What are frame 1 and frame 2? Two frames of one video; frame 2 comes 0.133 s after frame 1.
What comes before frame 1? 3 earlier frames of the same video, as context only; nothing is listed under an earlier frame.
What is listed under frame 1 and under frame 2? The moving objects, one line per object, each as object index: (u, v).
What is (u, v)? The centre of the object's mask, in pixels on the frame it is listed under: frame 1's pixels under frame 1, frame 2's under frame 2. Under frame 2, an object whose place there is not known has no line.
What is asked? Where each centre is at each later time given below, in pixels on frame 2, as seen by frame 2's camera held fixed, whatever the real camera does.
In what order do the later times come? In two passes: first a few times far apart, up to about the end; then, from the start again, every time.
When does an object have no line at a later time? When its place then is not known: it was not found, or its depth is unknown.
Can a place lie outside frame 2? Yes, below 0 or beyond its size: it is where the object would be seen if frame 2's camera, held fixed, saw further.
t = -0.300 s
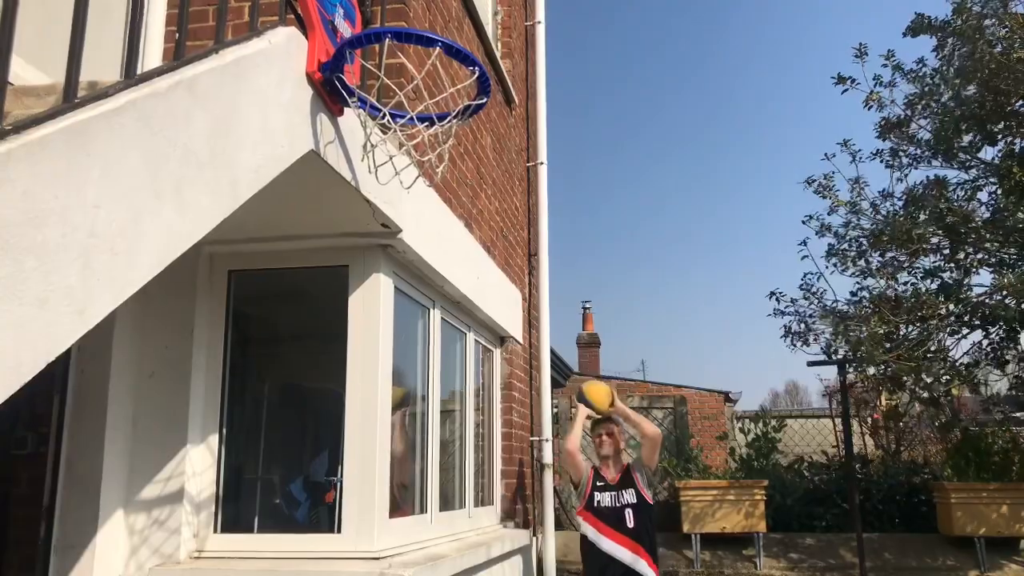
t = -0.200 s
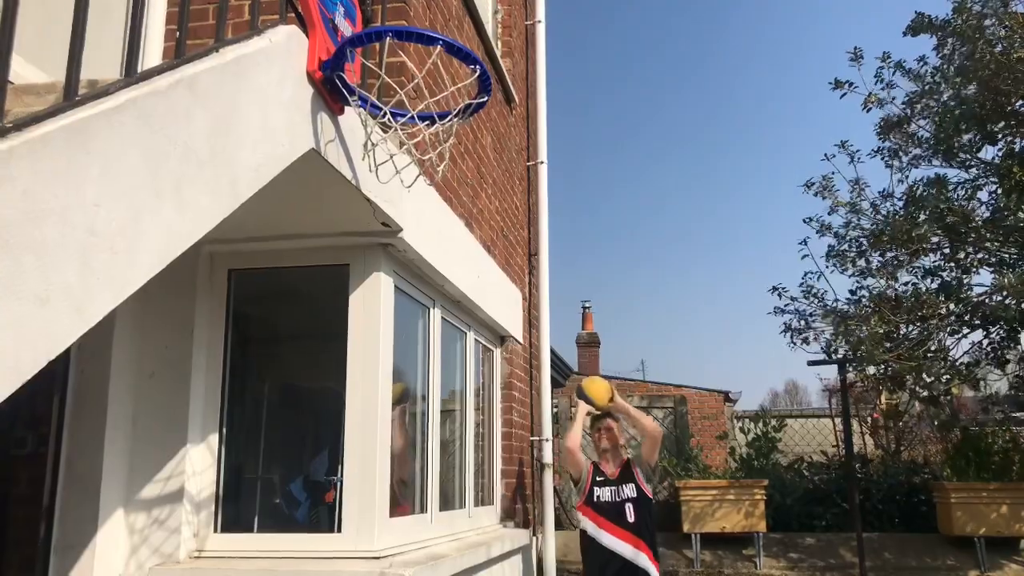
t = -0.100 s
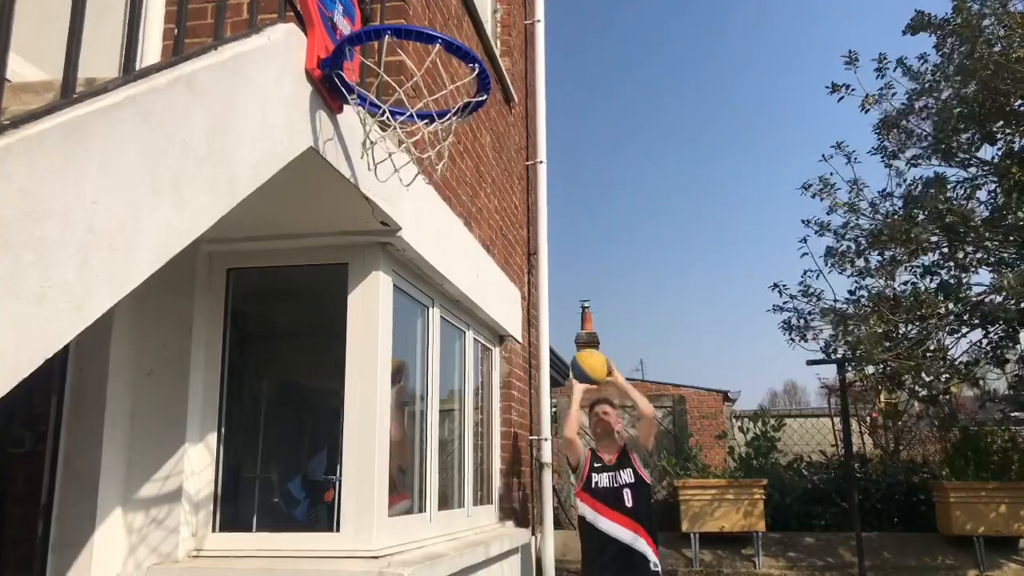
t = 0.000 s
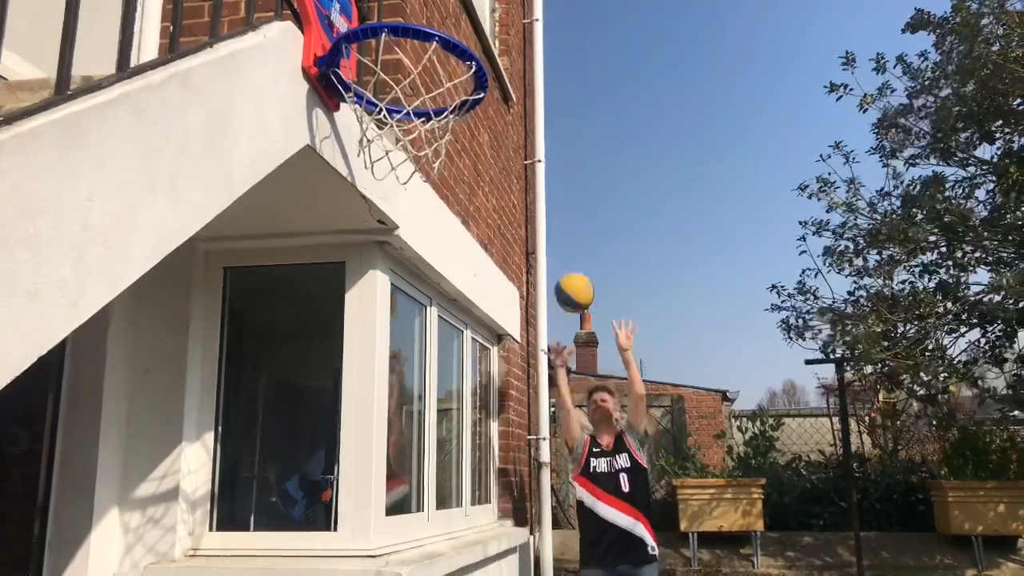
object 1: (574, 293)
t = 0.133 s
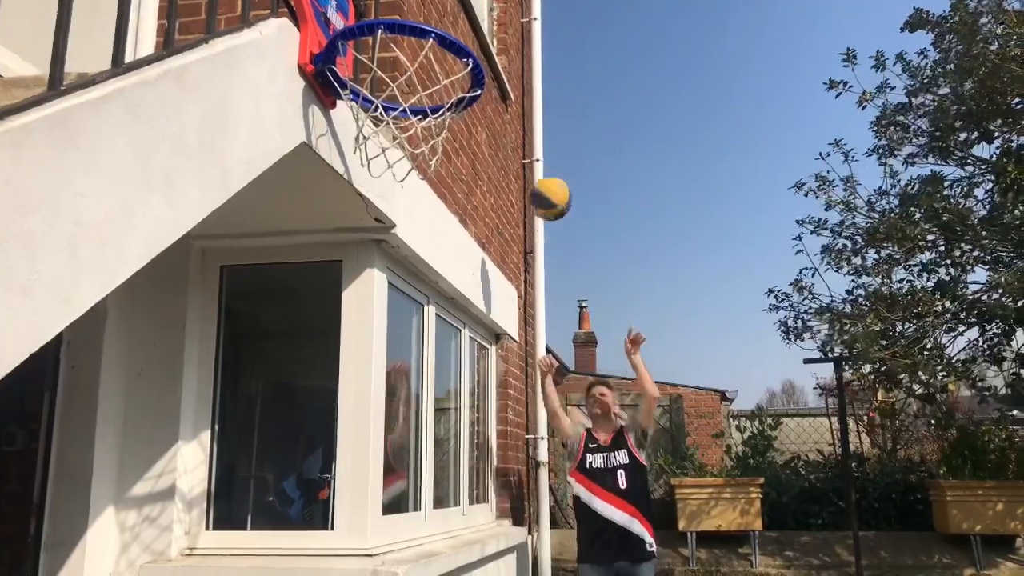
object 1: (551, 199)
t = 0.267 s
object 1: (526, 124)
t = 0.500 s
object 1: (478, 42)
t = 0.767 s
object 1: (385, 69)
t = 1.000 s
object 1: (408, 44)
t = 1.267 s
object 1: (421, 78)
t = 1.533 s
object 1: (388, 65)
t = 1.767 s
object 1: (380, 64)
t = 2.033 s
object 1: (389, 197)
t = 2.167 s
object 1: (393, 386)
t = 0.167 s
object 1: (545, 178)
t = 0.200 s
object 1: (538, 159)
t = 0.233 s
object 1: (532, 141)
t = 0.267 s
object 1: (526, 124)
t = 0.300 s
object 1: (519, 109)
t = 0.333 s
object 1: (512, 94)
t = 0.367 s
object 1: (505, 82)
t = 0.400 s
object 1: (500, 71)
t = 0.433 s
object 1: (494, 60)
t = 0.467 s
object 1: (487, 50)
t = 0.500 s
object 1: (478, 42)
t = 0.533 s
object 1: (462, 44)
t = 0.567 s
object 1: (448, 52)
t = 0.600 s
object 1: (436, 54)
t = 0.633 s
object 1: (423, 64)
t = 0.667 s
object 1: (411, 66)
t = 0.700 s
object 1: (398, 75)
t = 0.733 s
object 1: (389, 71)
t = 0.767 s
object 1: (385, 69)
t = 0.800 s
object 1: (380, 57)
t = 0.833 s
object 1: (381, 54)
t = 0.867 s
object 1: (382, 46)
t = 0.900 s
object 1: (388, 45)
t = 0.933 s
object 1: (392, 44)
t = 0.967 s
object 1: (402, 40)
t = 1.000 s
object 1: (408, 44)
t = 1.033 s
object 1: (425, 39)
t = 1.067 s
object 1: (432, 45)
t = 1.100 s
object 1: (437, 52)
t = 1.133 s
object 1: (437, 59)
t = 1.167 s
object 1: (436, 71)
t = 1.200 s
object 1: (430, 77)
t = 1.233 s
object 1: (427, 79)
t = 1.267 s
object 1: (421, 78)
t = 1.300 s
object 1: (418, 73)
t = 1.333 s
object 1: (411, 69)
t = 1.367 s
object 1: (408, 68)
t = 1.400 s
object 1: (403, 69)
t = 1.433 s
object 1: (397, 69)
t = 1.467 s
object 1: (392, 68)
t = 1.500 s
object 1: (390, 67)
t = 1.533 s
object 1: (388, 65)
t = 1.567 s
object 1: (385, 63)
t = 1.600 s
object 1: (383, 62)
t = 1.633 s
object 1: (381, 61)
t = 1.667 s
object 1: (379, 61)
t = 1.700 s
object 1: (377, 62)
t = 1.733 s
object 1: (380, 62)
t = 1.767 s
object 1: (380, 64)
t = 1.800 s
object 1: (381, 66)
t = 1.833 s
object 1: (381, 67)
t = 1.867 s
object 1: (382, 77)
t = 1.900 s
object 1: (382, 94)
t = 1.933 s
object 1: (383, 116)
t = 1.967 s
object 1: (387, 138)
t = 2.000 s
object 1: (387, 165)
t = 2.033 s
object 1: (389, 197)
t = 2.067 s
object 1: (391, 236)
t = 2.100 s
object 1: (391, 278)
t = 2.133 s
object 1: (392, 328)
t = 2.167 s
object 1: (393, 386)
